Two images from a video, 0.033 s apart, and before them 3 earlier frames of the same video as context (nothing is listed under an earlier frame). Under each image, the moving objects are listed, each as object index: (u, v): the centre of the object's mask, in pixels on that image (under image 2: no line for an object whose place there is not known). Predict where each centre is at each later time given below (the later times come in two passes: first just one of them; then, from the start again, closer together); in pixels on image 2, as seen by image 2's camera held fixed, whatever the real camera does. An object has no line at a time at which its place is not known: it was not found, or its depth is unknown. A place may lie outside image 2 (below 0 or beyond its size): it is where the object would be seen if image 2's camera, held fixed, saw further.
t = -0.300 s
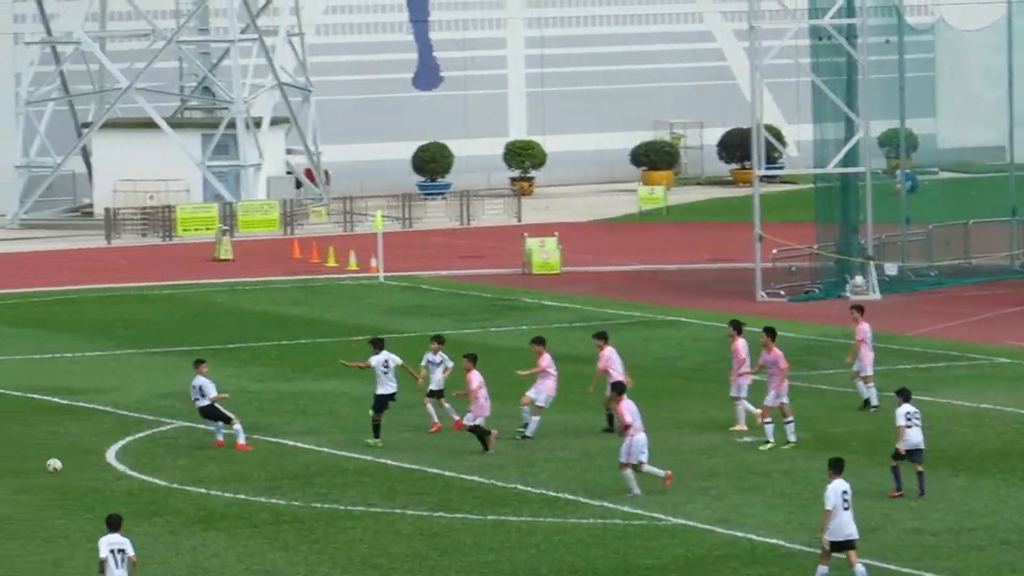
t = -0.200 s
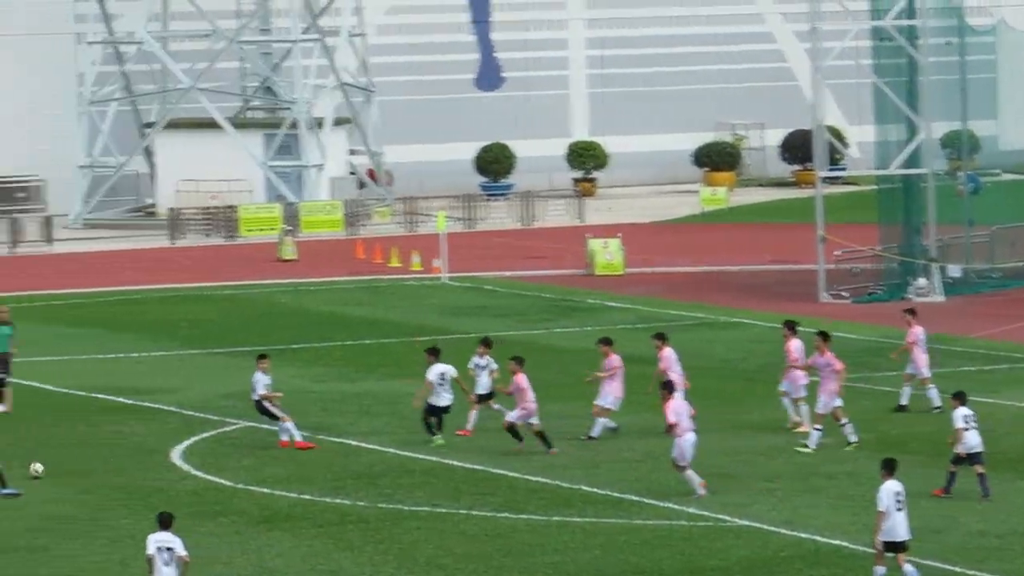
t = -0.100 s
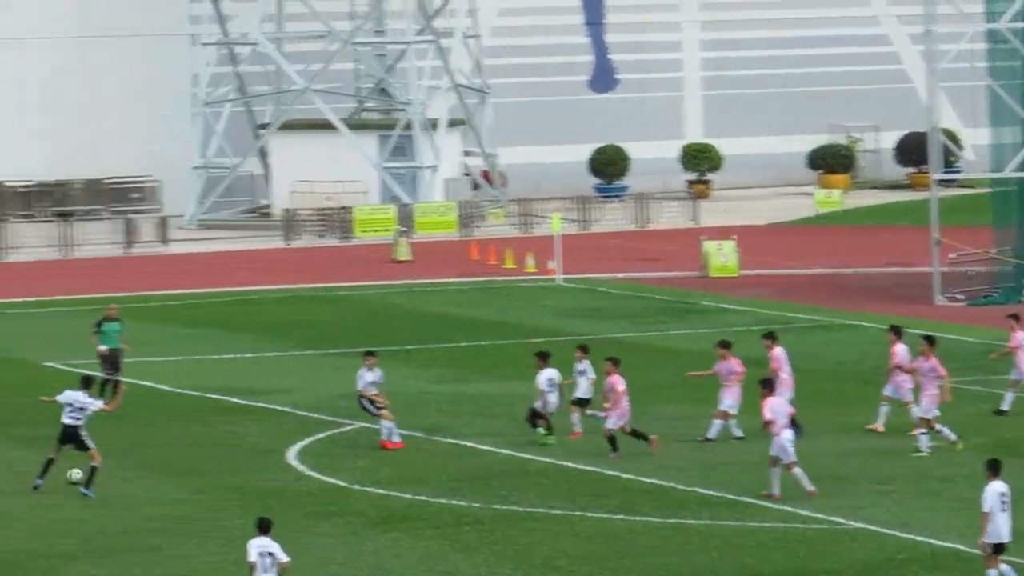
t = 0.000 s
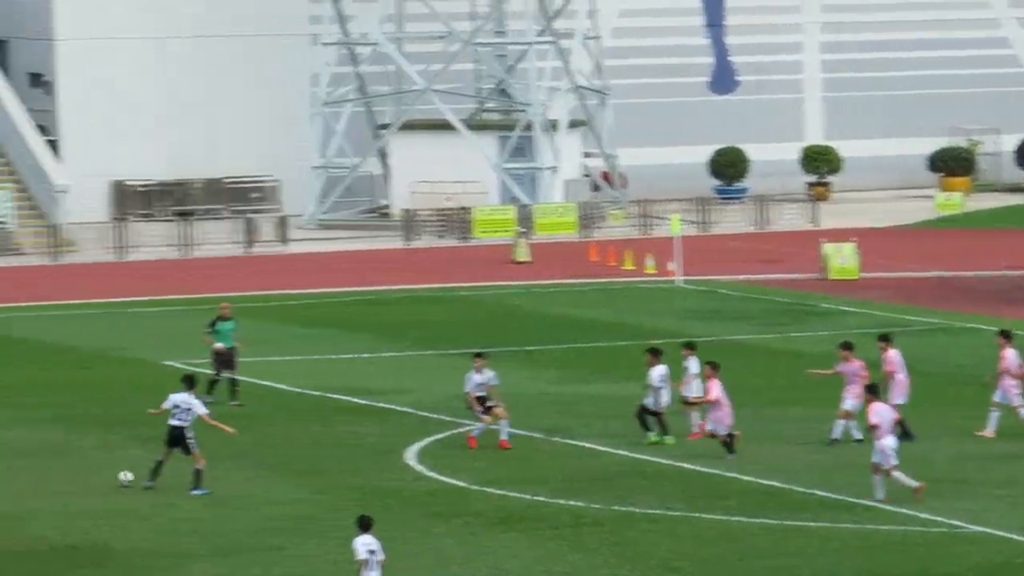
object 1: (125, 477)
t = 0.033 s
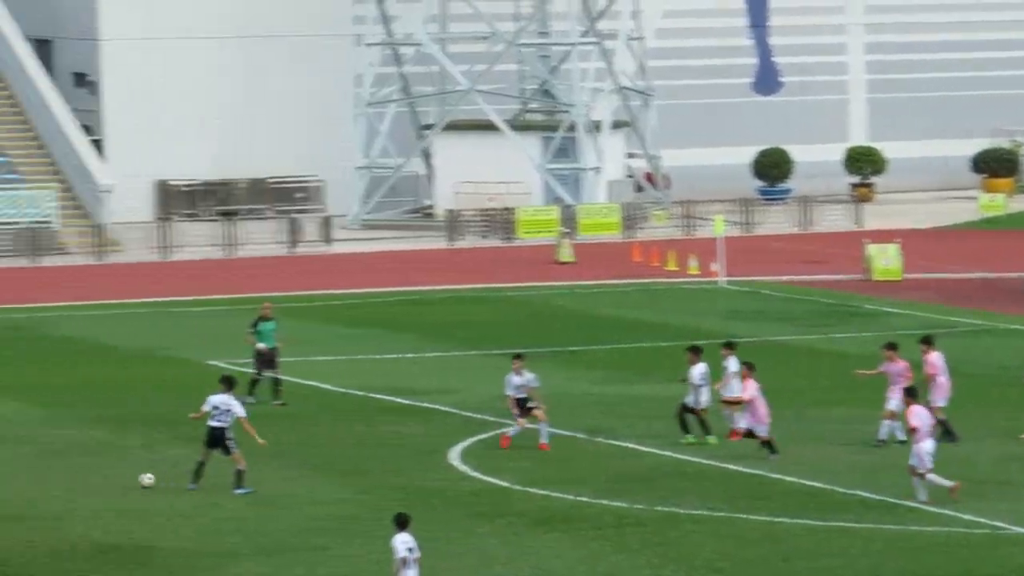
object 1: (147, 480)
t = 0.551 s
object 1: (-200, 517)
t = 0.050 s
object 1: (135, 482)
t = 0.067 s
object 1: (123, 483)
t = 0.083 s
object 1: (112, 484)
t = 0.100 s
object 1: (98, 485)
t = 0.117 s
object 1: (87, 487)
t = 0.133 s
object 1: (75, 489)
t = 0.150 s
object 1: (63, 491)
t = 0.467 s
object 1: (-153, 512)
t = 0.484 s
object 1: (-161, 513)
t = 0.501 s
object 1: (-171, 514)
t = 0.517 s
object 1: (-180, 515)
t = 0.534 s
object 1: (-191, 516)
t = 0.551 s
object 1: (-200, 517)
